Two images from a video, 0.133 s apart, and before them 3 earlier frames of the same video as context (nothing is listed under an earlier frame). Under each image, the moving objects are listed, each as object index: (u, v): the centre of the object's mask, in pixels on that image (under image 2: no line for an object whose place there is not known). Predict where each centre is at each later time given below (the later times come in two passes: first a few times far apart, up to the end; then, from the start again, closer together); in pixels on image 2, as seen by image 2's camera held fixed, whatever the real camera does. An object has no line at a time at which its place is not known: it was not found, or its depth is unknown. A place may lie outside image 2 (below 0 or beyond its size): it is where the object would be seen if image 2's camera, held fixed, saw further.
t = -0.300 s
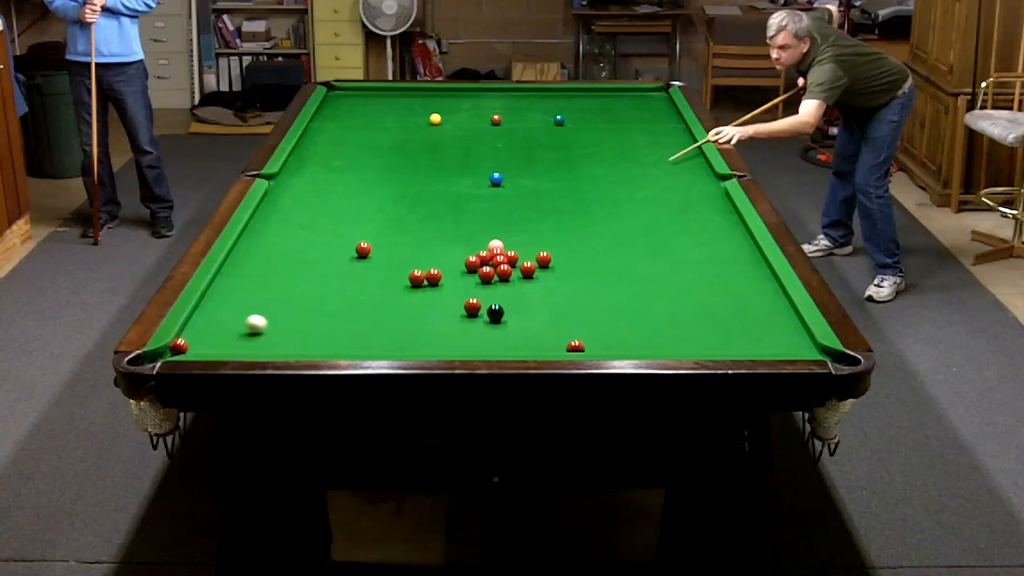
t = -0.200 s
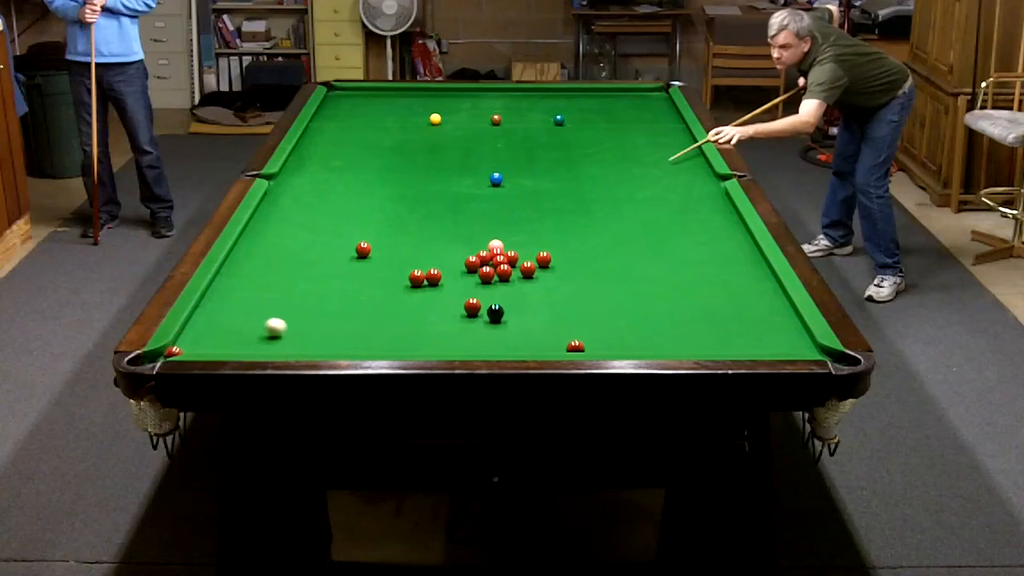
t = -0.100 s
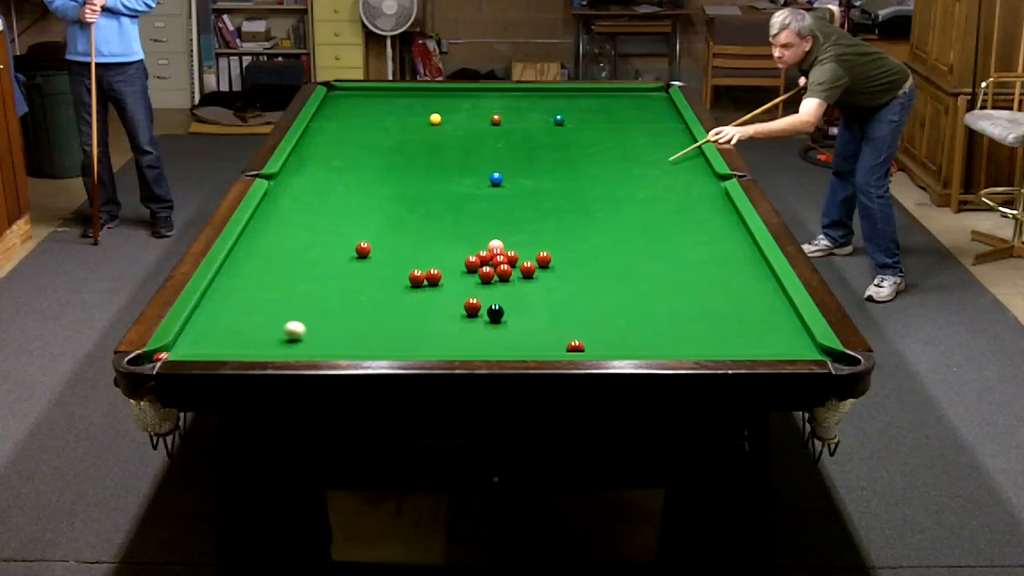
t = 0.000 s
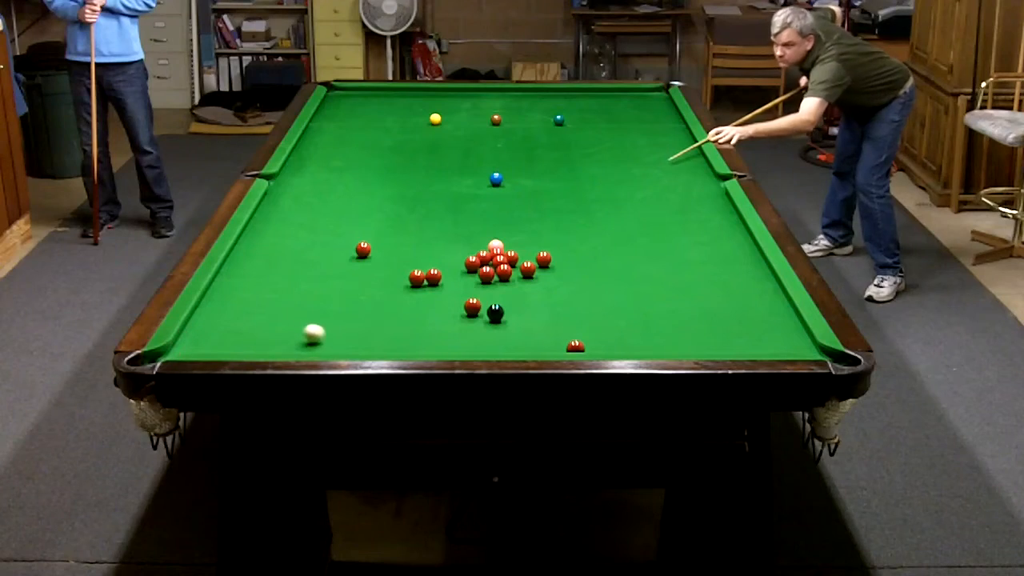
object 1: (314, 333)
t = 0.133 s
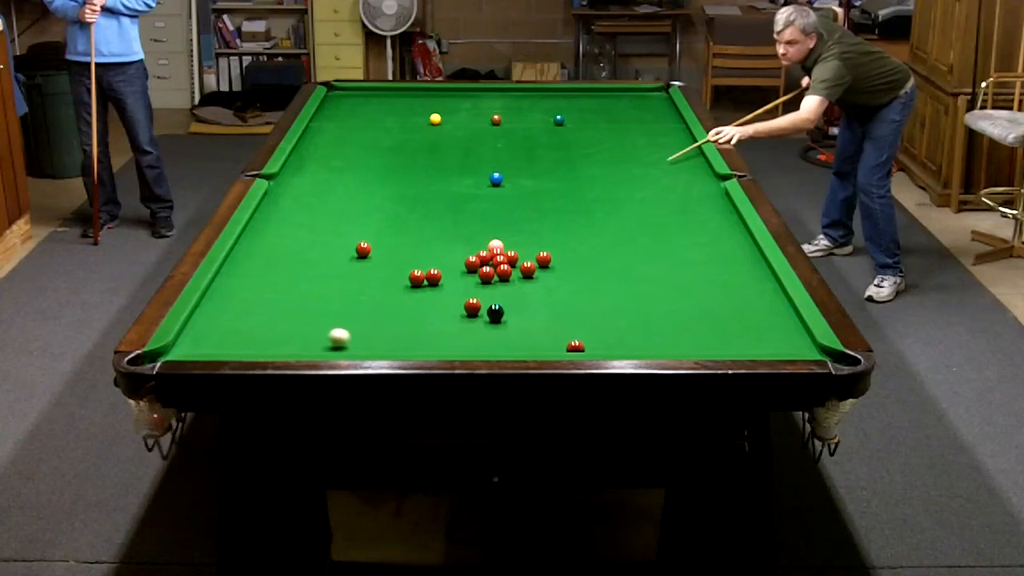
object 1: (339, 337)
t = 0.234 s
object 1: (357, 340)
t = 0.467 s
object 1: (401, 344)
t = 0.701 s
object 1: (444, 347)
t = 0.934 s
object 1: (484, 344)
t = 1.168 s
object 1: (522, 341)
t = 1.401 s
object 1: (556, 339)
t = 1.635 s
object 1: (589, 335)
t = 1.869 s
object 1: (619, 332)
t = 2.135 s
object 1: (652, 329)
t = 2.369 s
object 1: (677, 326)
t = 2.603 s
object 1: (701, 324)
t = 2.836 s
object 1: (723, 322)
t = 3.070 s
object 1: (743, 319)
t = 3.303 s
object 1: (760, 318)
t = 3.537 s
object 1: (776, 316)
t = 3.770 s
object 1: (790, 315)
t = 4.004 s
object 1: (784, 314)
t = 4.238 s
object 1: (778, 313)
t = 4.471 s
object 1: (772, 313)
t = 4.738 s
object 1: (769, 313)
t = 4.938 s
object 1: (769, 313)
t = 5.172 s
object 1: (768, 313)
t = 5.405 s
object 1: (768, 313)
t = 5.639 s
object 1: (768, 313)
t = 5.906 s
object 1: (768, 313)
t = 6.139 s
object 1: (768, 313)
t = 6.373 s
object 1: (768, 313)
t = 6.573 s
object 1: (768, 313)
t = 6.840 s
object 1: (768, 314)
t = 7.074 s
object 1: (768, 314)
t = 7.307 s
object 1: (768, 314)
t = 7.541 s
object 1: (768, 314)
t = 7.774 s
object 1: (768, 314)
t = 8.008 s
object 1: (768, 314)
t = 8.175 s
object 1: (768, 314)
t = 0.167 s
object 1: (345, 338)
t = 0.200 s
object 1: (352, 339)
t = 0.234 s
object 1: (357, 340)
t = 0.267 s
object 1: (364, 341)
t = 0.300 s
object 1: (370, 342)
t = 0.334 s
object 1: (376, 342)
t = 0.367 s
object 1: (382, 343)
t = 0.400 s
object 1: (389, 343)
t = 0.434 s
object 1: (395, 344)
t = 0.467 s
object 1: (401, 344)
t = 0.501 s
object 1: (407, 345)
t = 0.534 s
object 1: (413, 346)
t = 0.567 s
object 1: (420, 346)
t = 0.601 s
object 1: (426, 347)
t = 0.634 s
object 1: (432, 348)
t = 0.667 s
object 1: (438, 348)
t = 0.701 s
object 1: (444, 347)
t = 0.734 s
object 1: (450, 346)
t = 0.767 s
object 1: (456, 346)
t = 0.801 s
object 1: (461, 346)
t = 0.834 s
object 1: (467, 345)
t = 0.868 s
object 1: (473, 345)
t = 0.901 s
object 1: (478, 344)
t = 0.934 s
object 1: (484, 344)
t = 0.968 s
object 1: (489, 344)
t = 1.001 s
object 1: (495, 343)
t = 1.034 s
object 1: (500, 343)
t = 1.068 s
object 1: (506, 342)
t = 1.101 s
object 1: (511, 342)
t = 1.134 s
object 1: (516, 342)
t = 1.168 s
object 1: (522, 341)
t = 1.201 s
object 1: (527, 341)
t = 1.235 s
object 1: (532, 341)
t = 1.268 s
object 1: (537, 341)
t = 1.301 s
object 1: (542, 340)
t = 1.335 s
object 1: (547, 340)
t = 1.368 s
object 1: (551, 340)
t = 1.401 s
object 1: (556, 339)
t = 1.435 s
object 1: (561, 338)
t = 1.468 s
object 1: (565, 336)
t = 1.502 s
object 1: (570, 335)
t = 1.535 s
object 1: (575, 334)
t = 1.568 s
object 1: (580, 334)
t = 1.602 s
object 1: (585, 335)
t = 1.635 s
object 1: (589, 335)
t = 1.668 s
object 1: (594, 335)
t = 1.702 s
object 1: (598, 334)
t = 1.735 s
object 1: (602, 334)
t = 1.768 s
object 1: (607, 334)
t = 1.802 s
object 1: (611, 333)
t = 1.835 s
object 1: (615, 333)
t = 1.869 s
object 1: (619, 332)
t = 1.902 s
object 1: (623, 332)
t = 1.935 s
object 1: (628, 331)
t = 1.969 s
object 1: (632, 331)
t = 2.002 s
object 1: (636, 331)
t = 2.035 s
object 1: (640, 330)
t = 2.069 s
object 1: (644, 330)
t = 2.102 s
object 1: (648, 329)
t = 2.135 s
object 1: (652, 329)
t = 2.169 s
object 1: (655, 328)
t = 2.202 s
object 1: (659, 328)
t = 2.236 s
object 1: (663, 328)
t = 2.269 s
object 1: (667, 327)
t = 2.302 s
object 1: (670, 327)
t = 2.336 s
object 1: (674, 327)
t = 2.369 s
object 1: (677, 326)
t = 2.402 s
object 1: (681, 326)
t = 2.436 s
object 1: (684, 325)
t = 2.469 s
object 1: (688, 325)
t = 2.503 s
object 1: (691, 325)
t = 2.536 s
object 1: (695, 325)
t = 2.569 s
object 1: (698, 324)
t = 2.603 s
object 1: (701, 324)
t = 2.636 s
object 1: (704, 324)
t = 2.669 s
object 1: (708, 323)
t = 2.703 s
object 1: (711, 323)
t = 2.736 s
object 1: (714, 323)
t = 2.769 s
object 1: (717, 322)
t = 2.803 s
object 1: (720, 322)
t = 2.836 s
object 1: (723, 322)
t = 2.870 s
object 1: (726, 321)
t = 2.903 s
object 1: (729, 321)
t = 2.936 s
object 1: (732, 320)
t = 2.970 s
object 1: (734, 320)
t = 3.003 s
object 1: (737, 320)
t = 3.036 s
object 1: (740, 320)
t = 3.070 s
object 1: (743, 319)
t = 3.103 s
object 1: (745, 319)
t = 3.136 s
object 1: (748, 319)
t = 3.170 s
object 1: (750, 318)
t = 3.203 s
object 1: (753, 318)
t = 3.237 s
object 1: (755, 318)
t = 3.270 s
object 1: (758, 318)
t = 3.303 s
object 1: (760, 318)
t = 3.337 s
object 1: (763, 317)
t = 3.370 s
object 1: (765, 317)
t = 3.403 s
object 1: (767, 317)
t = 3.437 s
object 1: (769, 317)
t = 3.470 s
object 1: (771, 317)
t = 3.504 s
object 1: (774, 316)
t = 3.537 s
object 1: (776, 316)
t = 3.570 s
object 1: (778, 316)
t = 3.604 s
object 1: (780, 316)
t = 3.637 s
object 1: (782, 316)
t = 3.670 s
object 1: (784, 315)
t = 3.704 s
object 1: (786, 315)
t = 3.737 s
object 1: (788, 315)
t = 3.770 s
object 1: (790, 315)
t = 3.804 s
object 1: (791, 314)
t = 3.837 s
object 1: (790, 314)
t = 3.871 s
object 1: (789, 314)
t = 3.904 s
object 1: (787, 314)
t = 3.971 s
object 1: (785, 314)
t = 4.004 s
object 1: (784, 314)
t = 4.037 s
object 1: (783, 314)
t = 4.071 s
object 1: (782, 314)
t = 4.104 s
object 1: (781, 314)
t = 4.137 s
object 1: (780, 313)
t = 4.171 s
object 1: (779, 313)
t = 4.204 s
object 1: (778, 313)
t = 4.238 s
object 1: (778, 313)
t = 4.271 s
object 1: (777, 313)
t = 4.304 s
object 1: (776, 313)
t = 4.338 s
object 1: (775, 313)
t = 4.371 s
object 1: (774, 313)
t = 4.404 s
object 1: (774, 313)
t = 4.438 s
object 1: (773, 313)
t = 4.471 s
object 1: (772, 313)
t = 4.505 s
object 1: (772, 313)
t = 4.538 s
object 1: (771, 313)
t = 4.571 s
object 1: (771, 313)
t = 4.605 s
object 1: (771, 313)
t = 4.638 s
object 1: (770, 313)
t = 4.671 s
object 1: (770, 313)
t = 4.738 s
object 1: (769, 313)
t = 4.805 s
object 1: (769, 313)
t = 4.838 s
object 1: (769, 313)
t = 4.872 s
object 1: (769, 313)
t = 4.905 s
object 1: (769, 313)
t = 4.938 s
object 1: (769, 313)
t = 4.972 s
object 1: (769, 313)
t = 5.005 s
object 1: (769, 313)
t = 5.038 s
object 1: (768, 313)
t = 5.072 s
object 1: (768, 313)
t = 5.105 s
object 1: (768, 313)
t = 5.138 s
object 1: (768, 313)
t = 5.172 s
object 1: (768, 313)
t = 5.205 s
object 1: (768, 313)
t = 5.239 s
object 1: (768, 313)
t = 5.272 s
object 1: (768, 313)
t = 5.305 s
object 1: (768, 313)
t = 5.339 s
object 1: (768, 313)
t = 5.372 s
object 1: (768, 313)
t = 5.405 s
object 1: (768, 313)
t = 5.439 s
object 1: (768, 313)
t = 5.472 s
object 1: (768, 313)
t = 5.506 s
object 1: (768, 313)
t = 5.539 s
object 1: (768, 313)
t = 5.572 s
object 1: (768, 313)
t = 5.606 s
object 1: (768, 313)
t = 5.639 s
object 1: (768, 313)
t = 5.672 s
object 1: (768, 313)
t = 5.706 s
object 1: (768, 313)
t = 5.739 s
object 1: (768, 313)
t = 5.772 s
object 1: (768, 313)
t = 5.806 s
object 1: (768, 313)
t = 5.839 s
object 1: (768, 313)
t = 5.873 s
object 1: (768, 313)
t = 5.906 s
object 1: (768, 313)
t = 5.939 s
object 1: (768, 313)
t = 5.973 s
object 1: (768, 313)
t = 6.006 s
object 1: (768, 313)
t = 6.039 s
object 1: (768, 313)
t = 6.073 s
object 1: (768, 313)
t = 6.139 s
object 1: (768, 313)
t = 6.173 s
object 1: (768, 313)
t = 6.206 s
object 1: (768, 313)
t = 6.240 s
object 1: (768, 313)
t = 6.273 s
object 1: (768, 313)
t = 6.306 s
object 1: (768, 314)
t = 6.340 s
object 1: (768, 314)
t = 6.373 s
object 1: (768, 313)
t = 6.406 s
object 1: (768, 313)
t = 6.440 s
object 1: (768, 313)
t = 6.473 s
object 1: (768, 313)
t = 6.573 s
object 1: (768, 313)
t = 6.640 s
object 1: (768, 314)
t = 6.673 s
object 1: (768, 314)
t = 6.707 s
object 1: (768, 314)
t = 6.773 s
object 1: (768, 314)
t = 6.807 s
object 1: (768, 314)
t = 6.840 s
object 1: (768, 314)
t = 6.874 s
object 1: (768, 314)
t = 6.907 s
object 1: (768, 314)
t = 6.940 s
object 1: (768, 314)
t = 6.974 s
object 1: (768, 314)
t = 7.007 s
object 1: (768, 314)
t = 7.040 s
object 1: (768, 314)
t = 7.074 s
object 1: (768, 314)
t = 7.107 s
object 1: (768, 314)
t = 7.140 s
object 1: (768, 314)
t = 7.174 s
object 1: (768, 314)
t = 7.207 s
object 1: (768, 314)
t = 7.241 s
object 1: (768, 314)
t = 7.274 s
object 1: (768, 314)
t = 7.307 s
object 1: (768, 314)
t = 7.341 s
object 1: (768, 314)
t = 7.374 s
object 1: (768, 314)
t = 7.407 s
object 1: (768, 314)
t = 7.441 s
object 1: (768, 314)
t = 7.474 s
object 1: (768, 314)
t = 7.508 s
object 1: (768, 314)
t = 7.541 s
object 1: (768, 314)
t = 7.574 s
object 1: (768, 314)
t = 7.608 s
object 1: (768, 314)
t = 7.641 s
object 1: (768, 314)
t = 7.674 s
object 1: (768, 314)
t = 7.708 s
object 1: (768, 314)
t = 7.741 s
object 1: (768, 314)
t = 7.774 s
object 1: (768, 314)
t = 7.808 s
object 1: (768, 314)
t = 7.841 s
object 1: (768, 314)
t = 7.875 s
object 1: (768, 314)
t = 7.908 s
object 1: (768, 314)
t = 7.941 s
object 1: (768, 314)
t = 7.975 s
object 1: (768, 314)
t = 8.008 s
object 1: (768, 314)
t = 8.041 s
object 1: (768, 314)
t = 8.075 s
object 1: (768, 314)
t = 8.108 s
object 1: (768, 314)
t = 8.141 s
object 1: (768, 314)
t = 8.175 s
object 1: (768, 314)
